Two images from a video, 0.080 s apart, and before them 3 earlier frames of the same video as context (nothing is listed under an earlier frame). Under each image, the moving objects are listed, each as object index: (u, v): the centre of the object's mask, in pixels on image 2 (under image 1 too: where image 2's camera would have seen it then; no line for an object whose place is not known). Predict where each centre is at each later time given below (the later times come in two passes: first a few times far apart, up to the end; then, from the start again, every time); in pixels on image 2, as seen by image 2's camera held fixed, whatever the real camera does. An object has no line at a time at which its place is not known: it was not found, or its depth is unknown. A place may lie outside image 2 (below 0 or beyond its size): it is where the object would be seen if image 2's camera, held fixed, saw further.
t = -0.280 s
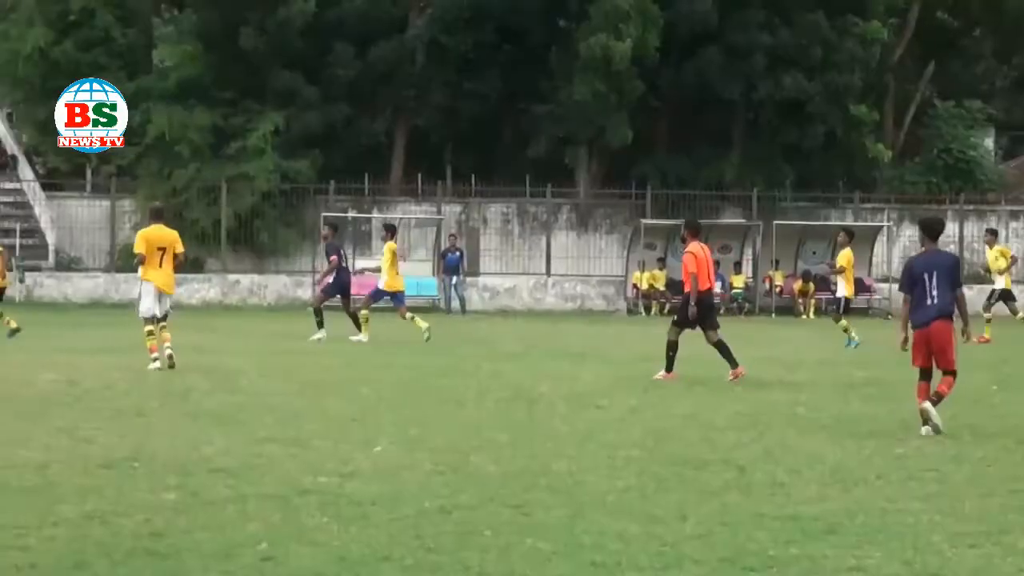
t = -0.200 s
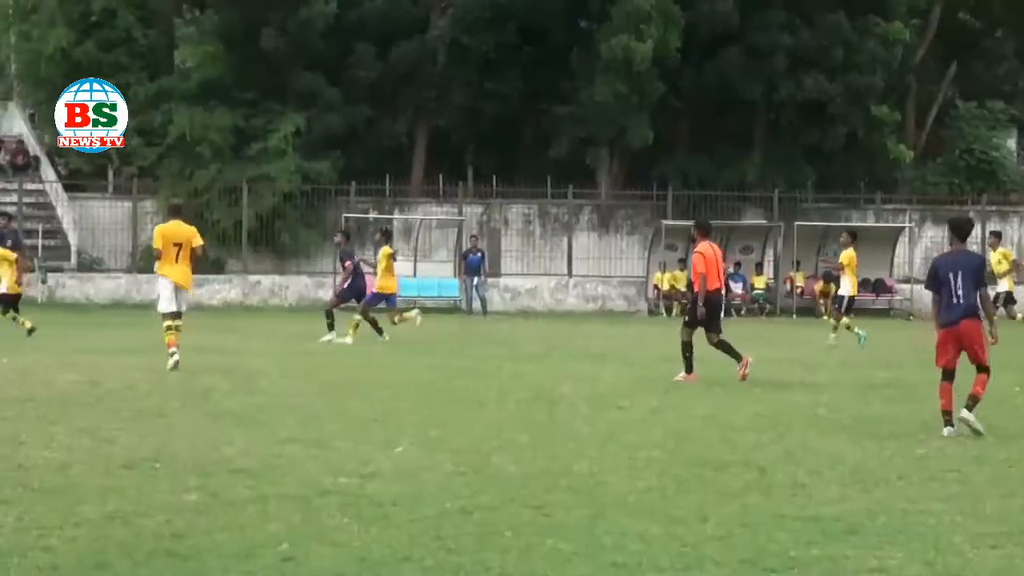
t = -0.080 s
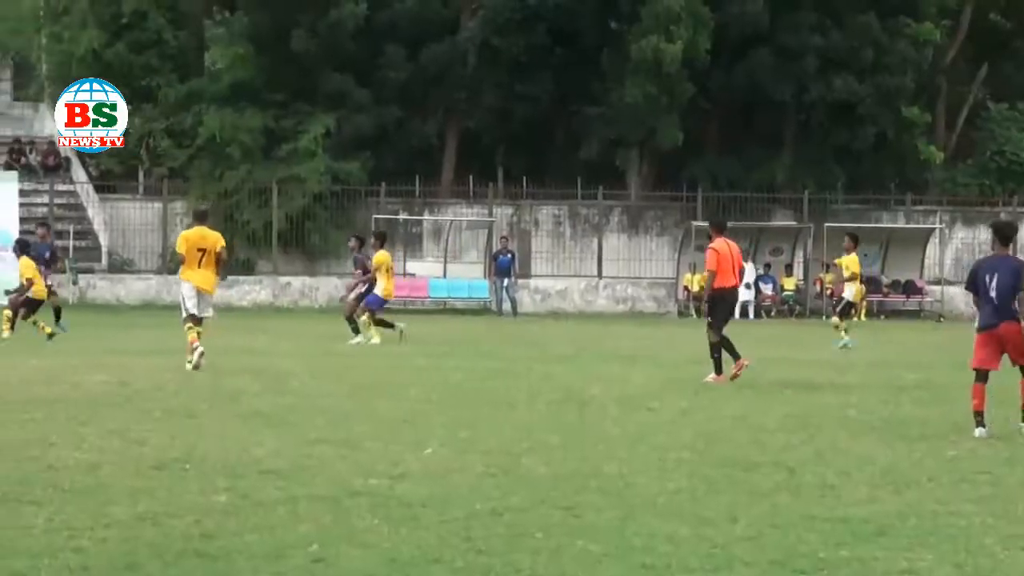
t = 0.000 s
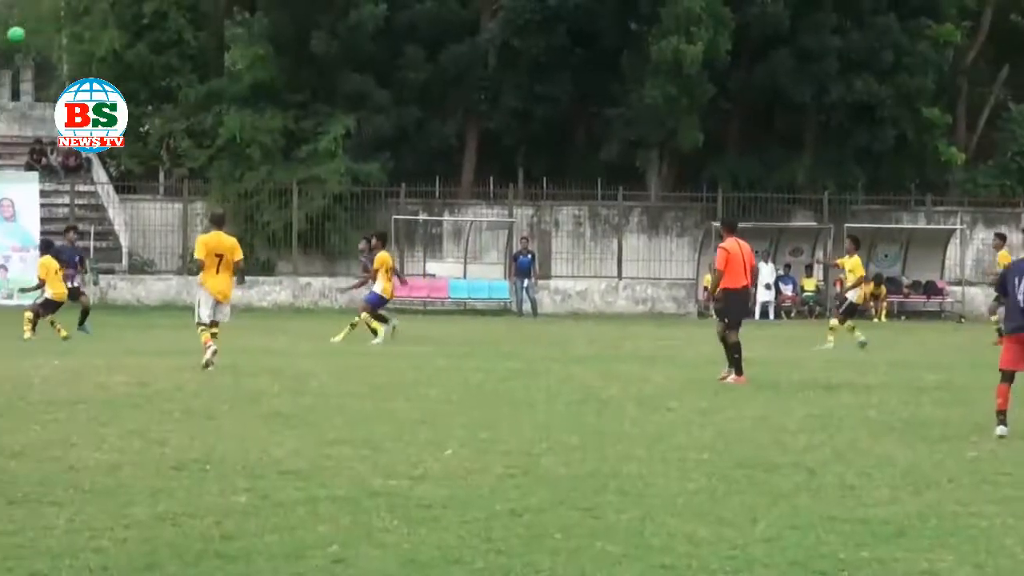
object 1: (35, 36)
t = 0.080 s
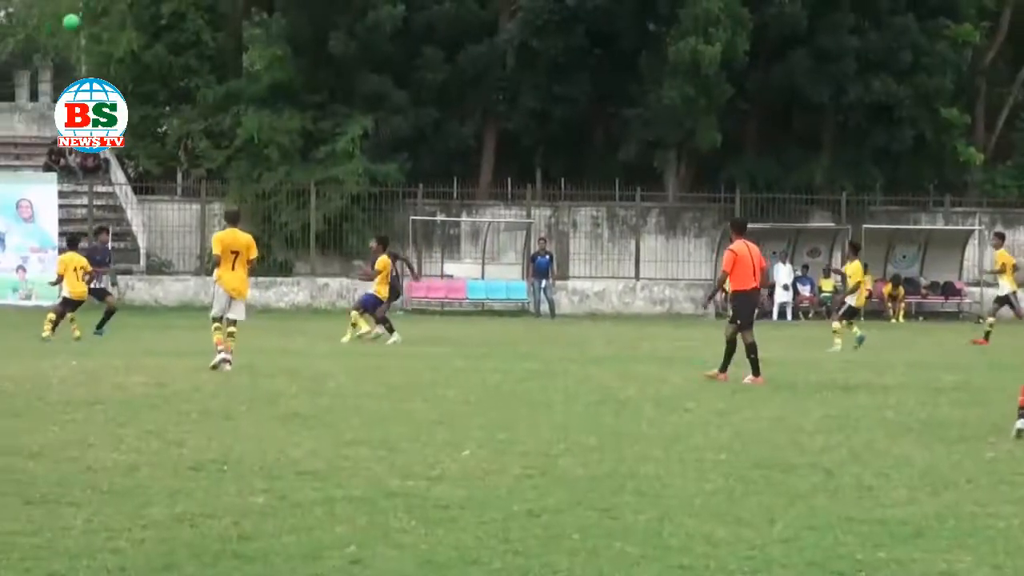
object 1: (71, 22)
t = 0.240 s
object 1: (142, 8)
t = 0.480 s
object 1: (242, 24)
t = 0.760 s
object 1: (352, 90)
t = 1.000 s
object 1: (439, 183)
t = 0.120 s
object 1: (88, 17)
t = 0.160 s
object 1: (106, 13)
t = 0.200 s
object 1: (125, 10)
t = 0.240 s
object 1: (142, 8)
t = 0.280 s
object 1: (160, 9)
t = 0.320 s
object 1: (176, 10)
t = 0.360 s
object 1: (193, 11)
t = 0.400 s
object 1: (210, 15)
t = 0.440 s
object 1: (226, 18)
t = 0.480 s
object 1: (242, 24)
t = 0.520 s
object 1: (258, 29)
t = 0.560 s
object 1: (274, 37)
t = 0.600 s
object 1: (290, 46)
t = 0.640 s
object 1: (306, 55)
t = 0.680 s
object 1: (322, 66)
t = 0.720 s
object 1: (337, 78)
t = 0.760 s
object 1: (352, 90)
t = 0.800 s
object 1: (367, 103)
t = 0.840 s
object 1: (381, 118)
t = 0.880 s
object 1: (396, 132)
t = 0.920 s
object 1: (411, 149)
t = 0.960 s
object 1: (425, 166)
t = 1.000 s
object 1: (439, 183)
